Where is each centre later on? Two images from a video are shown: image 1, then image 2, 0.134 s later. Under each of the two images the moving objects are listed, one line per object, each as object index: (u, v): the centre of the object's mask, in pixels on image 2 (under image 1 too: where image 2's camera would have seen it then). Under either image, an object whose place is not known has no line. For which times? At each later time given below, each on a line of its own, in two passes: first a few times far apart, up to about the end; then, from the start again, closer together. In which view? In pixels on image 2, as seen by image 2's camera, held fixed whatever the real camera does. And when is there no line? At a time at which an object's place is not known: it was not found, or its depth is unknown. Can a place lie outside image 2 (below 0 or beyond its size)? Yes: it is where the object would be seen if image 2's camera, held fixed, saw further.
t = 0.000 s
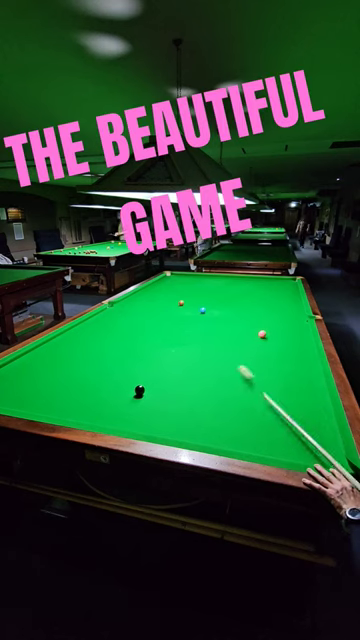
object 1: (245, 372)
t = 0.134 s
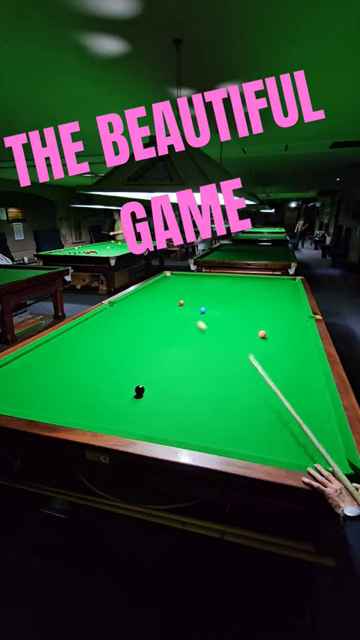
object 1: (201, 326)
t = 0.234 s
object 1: (184, 306)
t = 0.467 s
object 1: (163, 302)
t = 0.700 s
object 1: (147, 300)
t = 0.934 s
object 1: (133, 297)
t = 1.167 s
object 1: (135, 297)
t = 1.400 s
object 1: (146, 297)
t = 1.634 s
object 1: (156, 297)
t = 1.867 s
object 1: (165, 298)
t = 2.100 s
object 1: (174, 298)
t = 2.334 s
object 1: (183, 298)
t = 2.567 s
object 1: (191, 298)
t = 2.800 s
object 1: (198, 299)
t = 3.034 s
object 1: (205, 299)
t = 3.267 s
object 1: (211, 299)
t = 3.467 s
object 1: (216, 299)
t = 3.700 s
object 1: (221, 299)
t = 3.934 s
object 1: (225, 299)
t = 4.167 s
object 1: (229, 300)
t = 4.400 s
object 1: (233, 300)
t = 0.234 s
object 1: (184, 306)
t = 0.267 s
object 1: (180, 303)
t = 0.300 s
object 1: (176, 302)
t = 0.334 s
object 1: (174, 303)
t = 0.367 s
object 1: (171, 303)
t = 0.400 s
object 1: (168, 302)
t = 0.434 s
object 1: (165, 302)
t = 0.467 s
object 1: (163, 302)
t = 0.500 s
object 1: (161, 302)
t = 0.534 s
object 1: (158, 301)
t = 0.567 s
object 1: (156, 301)
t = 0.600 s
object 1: (154, 301)
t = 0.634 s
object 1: (151, 300)
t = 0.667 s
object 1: (149, 300)
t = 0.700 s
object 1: (147, 300)
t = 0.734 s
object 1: (145, 299)
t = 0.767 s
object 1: (143, 299)
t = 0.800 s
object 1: (141, 299)
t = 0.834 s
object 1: (139, 299)
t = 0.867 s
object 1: (136, 298)
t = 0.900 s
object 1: (135, 298)
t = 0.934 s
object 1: (133, 297)
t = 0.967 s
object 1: (131, 297)
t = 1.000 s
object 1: (129, 297)
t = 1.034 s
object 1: (128, 297)
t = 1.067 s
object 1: (130, 296)
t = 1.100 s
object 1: (132, 297)
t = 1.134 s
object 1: (133, 297)
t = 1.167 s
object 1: (135, 297)
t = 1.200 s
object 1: (136, 297)
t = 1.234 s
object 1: (138, 297)
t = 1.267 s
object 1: (139, 297)
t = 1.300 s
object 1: (141, 297)
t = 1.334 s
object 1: (142, 297)
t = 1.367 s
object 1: (144, 297)
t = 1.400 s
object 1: (146, 297)
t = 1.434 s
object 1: (147, 297)
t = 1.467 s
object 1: (148, 297)
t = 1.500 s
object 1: (150, 297)
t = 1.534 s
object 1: (151, 297)
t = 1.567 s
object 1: (153, 297)
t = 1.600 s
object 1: (154, 297)
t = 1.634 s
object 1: (156, 297)
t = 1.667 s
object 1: (157, 297)
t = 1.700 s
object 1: (158, 298)
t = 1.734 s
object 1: (160, 297)
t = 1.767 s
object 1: (161, 298)
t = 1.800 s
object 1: (163, 298)
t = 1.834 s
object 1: (164, 298)
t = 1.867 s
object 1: (165, 298)
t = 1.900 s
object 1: (166, 298)
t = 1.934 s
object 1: (168, 298)
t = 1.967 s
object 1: (169, 298)
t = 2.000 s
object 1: (170, 298)
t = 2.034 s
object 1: (172, 298)
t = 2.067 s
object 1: (173, 298)
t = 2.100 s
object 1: (174, 298)
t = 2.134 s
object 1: (175, 298)
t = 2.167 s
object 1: (177, 298)
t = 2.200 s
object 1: (178, 298)
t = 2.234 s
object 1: (179, 298)
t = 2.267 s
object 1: (180, 298)
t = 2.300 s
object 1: (181, 298)
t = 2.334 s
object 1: (183, 298)
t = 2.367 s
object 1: (184, 298)
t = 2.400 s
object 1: (185, 298)
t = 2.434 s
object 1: (186, 298)
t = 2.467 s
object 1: (187, 298)
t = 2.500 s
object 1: (188, 298)
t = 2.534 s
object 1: (189, 298)
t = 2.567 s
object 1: (191, 298)
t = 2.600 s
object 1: (192, 298)
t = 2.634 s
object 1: (193, 299)
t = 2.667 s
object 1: (194, 299)
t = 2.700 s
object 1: (195, 298)
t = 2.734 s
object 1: (196, 298)
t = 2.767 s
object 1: (197, 299)
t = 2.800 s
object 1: (198, 299)
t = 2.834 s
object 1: (199, 299)
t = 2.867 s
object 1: (200, 299)
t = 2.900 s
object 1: (201, 298)
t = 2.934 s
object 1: (202, 298)
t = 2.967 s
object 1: (203, 298)
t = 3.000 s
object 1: (204, 299)
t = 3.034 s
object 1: (205, 299)
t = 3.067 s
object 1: (205, 299)
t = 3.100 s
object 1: (206, 299)
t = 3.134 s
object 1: (207, 299)
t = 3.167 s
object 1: (208, 299)
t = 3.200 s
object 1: (209, 299)
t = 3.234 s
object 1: (210, 299)
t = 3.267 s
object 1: (211, 299)
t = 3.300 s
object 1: (212, 299)
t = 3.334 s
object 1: (213, 299)
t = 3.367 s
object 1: (213, 299)
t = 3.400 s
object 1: (214, 299)
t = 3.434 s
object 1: (215, 299)
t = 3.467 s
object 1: (216, 299)
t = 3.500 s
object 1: (216, 299)
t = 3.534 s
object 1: (217, 299)
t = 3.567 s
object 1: (218, 299)
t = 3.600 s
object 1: (219, 299)
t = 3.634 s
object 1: (219, 299)
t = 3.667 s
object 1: (220, 299)
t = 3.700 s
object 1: (221, 299)
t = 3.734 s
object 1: (222, 299)
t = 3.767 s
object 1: (222, 299)
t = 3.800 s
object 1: (223, 299)
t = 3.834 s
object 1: (223, 299)
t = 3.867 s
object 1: (224, 299)
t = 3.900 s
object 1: (225, 299)
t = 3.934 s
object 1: (225, 299)
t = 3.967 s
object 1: (226, 300)
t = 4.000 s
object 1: (227, 300)
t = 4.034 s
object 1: (227, 300)
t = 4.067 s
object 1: (228, 300)
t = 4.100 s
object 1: (228, 300)
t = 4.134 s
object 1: (229, 300)
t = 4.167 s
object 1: (229, 300)
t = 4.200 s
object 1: (230, 300)
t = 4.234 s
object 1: (230, 300)
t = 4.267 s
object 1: (231, 300)
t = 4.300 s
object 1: (231, 300)
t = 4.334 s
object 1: (232, 300)
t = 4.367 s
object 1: (232, 300)
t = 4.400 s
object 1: (233, 300)
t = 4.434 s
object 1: (233, 300)
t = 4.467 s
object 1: (233, 300)
